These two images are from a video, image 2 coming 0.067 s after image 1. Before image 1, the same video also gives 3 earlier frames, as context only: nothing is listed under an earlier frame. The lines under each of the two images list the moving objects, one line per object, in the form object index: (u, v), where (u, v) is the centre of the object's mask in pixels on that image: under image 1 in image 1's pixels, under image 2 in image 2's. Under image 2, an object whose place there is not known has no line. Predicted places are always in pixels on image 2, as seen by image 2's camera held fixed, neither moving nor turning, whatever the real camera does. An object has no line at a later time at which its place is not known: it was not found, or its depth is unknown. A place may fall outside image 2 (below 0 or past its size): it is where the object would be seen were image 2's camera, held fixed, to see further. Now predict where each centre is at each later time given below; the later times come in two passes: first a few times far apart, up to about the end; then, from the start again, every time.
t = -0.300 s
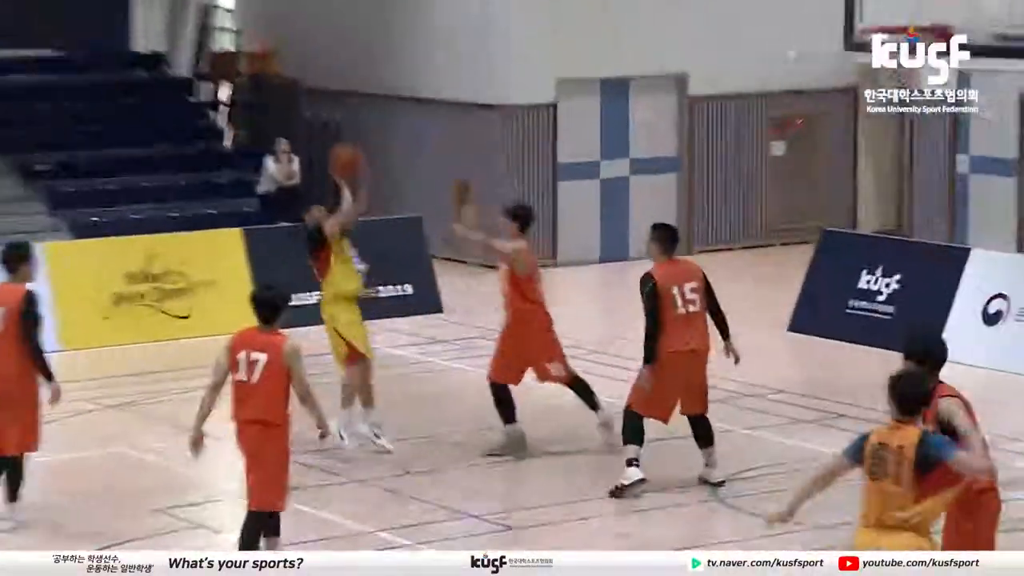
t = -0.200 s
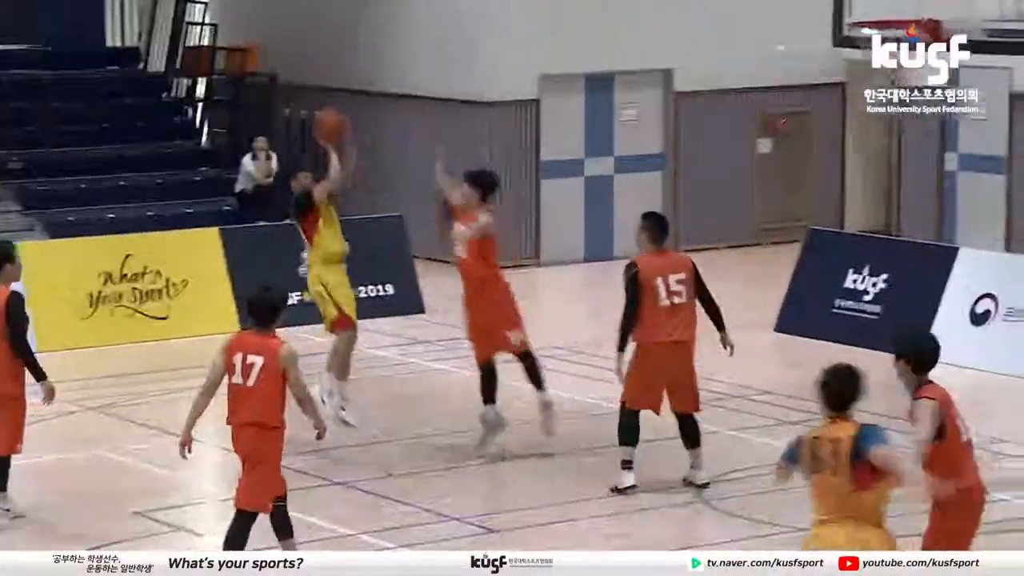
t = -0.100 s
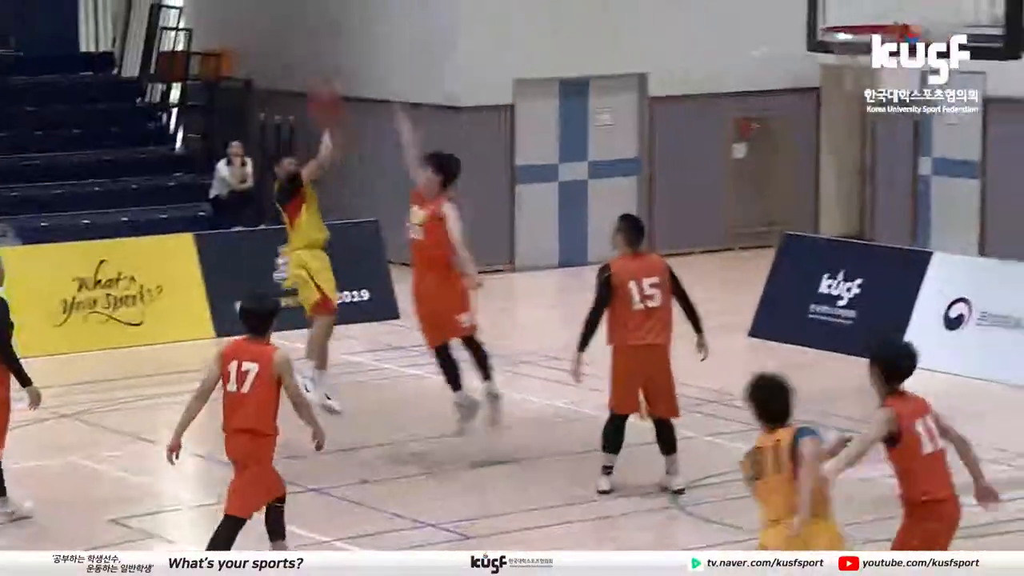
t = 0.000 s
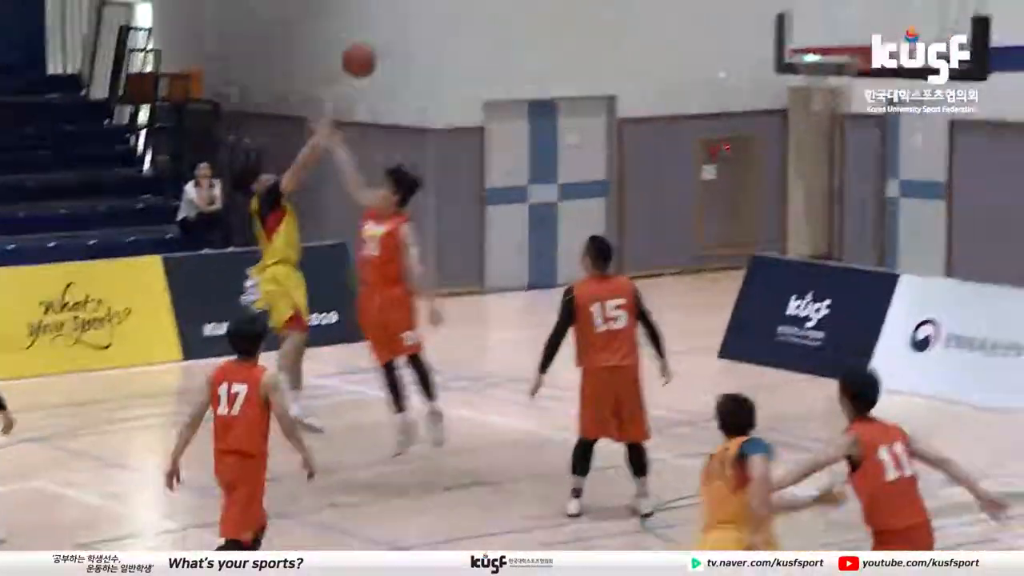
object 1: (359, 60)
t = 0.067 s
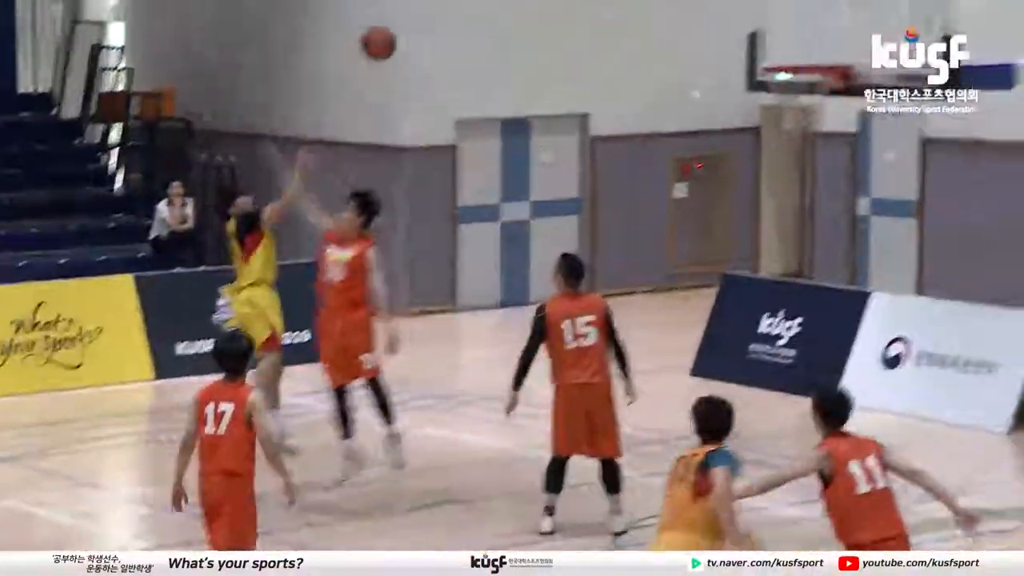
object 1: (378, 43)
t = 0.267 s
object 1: (523, -31)
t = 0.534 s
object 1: (724, -43)
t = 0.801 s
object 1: (815, 41)
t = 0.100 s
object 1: (402, 27)
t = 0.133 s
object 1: (426, 13)
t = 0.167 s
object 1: (450, 0)
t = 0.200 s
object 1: (474, -11)
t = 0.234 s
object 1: (498, -21)
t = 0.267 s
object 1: (523, -31)
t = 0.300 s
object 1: (548, -38)
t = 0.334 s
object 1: (573, -43)
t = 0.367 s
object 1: (599, -47)
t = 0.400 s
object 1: (624, -50)
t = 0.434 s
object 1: (649, -50)
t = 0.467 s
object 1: (673, -49)
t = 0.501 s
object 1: (698, -47)
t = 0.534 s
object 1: (724, -43)
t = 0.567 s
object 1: (749, -37)
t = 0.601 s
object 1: (774, -30)
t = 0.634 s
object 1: (799, -21)
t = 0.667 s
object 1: (816, -11)
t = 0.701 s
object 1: (816, -1)
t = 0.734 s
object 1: (815, 11)
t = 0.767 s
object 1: (815, 25)
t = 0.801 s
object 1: (815, 41)
